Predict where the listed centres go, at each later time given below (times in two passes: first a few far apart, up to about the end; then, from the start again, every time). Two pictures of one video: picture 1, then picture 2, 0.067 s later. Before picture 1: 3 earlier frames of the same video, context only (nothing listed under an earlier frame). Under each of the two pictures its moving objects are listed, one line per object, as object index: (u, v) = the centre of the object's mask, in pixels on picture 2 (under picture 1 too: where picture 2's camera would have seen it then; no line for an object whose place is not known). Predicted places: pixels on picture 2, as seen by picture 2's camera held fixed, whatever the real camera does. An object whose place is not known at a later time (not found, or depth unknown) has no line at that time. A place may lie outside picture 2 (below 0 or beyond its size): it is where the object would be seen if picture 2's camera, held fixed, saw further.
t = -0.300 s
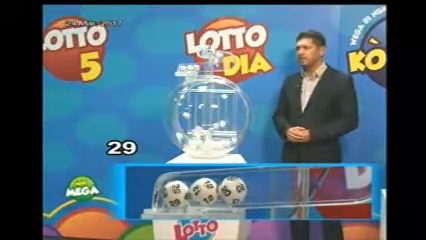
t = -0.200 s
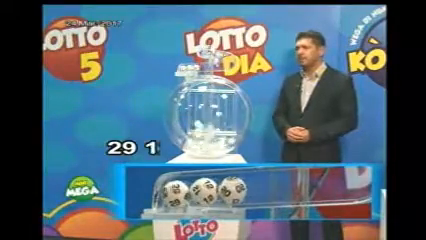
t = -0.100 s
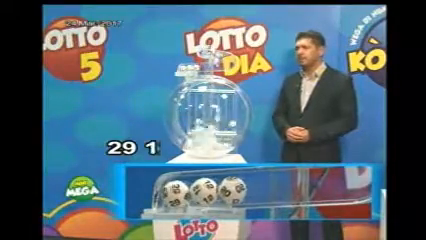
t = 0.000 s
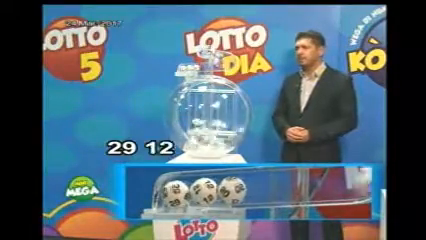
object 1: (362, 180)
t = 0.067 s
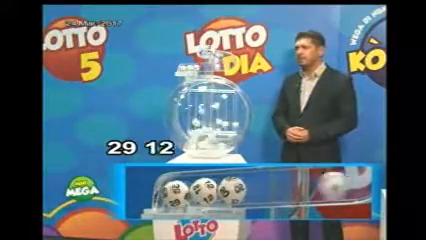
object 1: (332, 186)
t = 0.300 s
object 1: (272, 188)
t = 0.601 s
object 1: (284, 188)
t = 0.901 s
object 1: (274, 189)
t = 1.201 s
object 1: (262, 189)
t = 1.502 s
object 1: (261, 189)
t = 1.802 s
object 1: (261, 189)
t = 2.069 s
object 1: (261, 189)
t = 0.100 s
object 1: (318, 187)
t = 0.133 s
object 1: (303, 187)
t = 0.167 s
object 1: (290, 188)
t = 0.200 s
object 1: (278, 188)
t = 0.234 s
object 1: (266, 189)
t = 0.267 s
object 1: (265, 188)
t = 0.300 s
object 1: (272, 188)
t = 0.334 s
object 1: (276, 188)
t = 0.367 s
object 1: (280, 188)
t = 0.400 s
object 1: (282, 188)
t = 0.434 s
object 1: (283, 188)
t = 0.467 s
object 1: (283, 188)
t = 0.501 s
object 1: (284, 188)
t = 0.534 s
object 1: (284, 188)
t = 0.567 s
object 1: (284, 188)
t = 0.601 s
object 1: (284, 188)
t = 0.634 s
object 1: (284, 189)
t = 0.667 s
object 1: (283, 189)
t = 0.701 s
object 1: (282, 189)
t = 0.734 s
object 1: (282, 188)
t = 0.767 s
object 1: (280, 189)
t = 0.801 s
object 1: (279, 189)
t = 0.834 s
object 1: (278, 189)
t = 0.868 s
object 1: (276, 189)
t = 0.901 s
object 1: (274, 189)
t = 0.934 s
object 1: (271, 188)
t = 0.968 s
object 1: (268, 189)
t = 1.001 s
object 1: (265, 189)
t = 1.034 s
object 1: (263, 189)
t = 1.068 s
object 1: (262, 189)
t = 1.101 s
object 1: (263, 189)
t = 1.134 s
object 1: (263, 189)
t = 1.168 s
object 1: (263, 189)
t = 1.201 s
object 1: (262, 189)
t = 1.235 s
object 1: (262, 189)
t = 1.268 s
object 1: (262, 189)
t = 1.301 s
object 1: (261, 189)
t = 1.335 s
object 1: (261, 189)
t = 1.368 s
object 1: (261, 189)
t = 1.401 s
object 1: (261, 189)
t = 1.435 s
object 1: (261, 189)
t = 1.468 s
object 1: (261, 189)
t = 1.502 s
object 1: (261, 189)
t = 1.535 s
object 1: (261, 189)
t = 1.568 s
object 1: (261, 189)
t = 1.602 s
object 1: (261, 189)
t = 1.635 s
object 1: (261, 189)
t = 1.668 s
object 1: (261, 189)
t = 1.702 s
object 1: (261, 189)
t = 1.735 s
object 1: (261, 189)
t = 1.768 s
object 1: (261, 189)
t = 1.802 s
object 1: (261, 189)
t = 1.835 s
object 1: (261, 189)
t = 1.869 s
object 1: (261, 189)
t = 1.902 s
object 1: (261, 189)
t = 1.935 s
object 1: (260, 189)
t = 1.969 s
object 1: (260, 189)
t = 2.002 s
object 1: (260, 189)
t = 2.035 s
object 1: (260, 189)
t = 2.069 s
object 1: (261, 189)
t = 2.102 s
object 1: (260, 189)
